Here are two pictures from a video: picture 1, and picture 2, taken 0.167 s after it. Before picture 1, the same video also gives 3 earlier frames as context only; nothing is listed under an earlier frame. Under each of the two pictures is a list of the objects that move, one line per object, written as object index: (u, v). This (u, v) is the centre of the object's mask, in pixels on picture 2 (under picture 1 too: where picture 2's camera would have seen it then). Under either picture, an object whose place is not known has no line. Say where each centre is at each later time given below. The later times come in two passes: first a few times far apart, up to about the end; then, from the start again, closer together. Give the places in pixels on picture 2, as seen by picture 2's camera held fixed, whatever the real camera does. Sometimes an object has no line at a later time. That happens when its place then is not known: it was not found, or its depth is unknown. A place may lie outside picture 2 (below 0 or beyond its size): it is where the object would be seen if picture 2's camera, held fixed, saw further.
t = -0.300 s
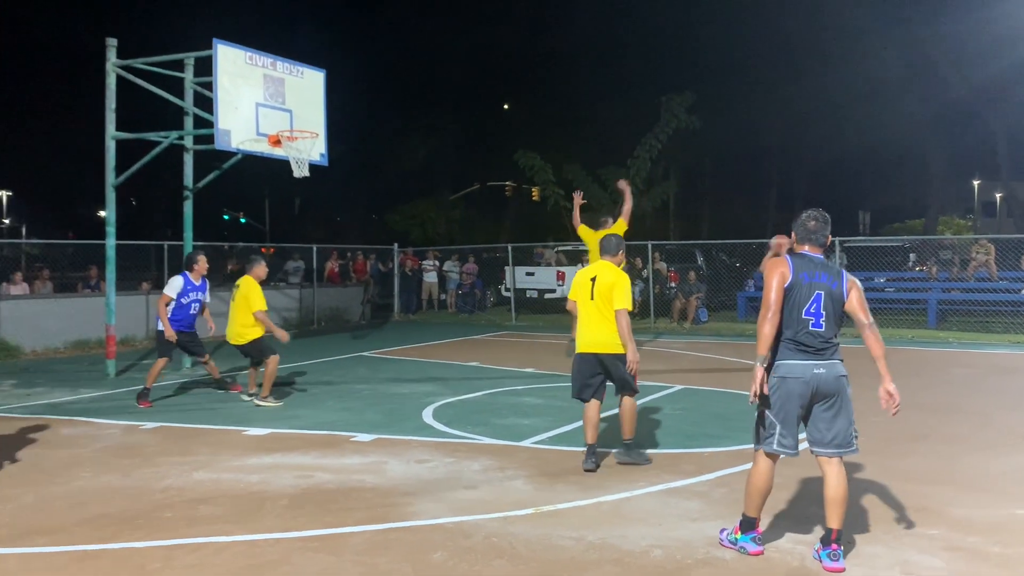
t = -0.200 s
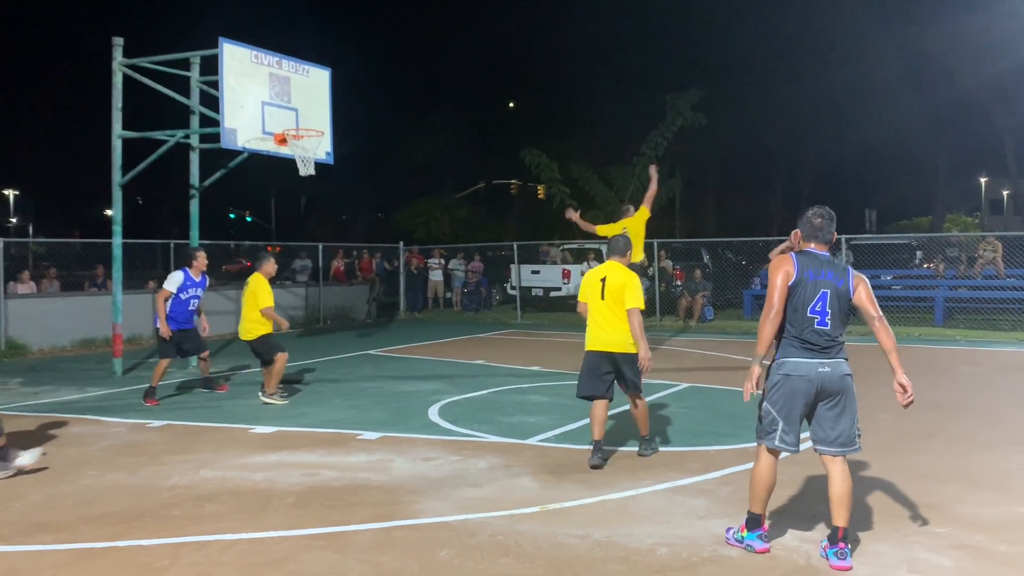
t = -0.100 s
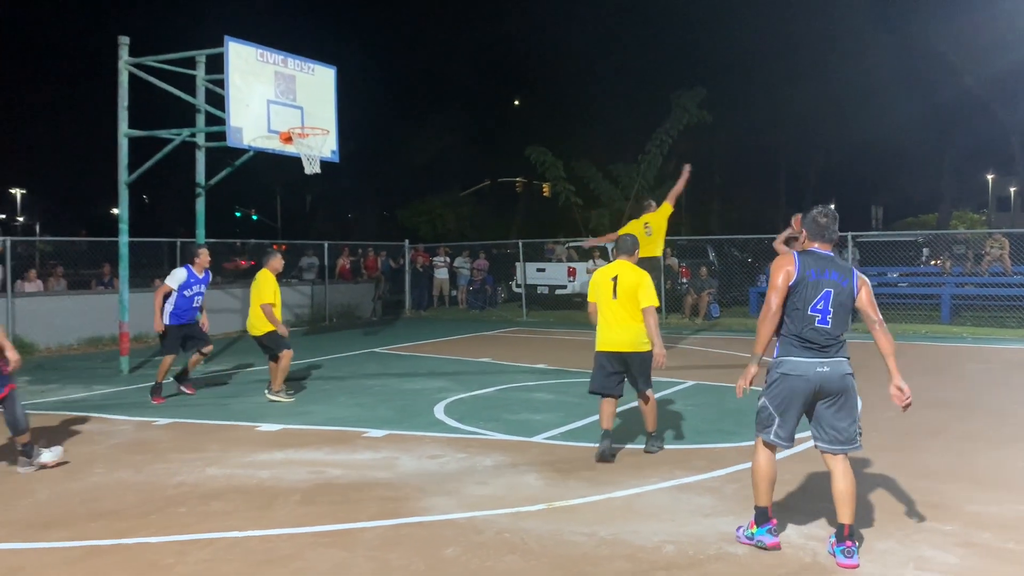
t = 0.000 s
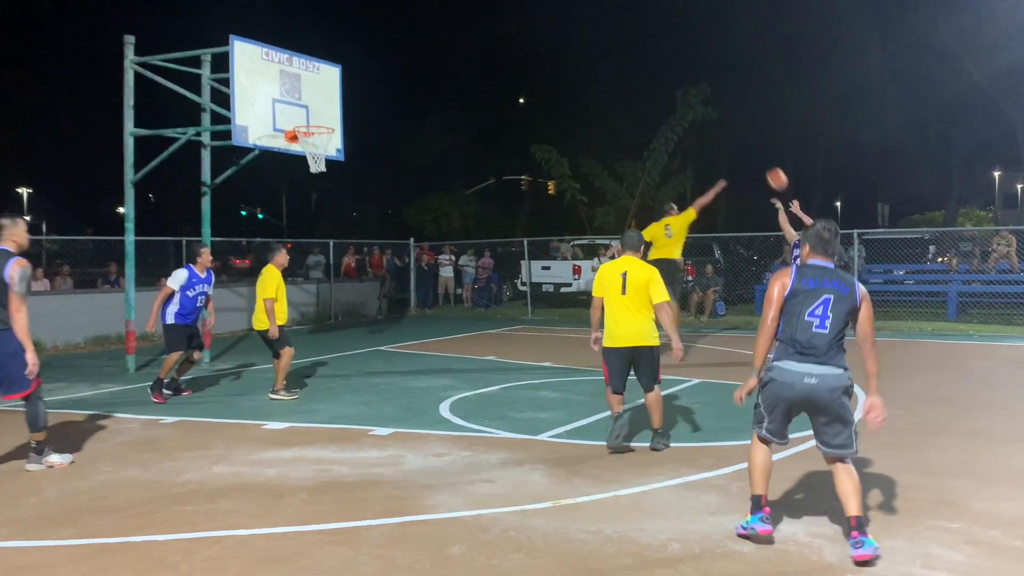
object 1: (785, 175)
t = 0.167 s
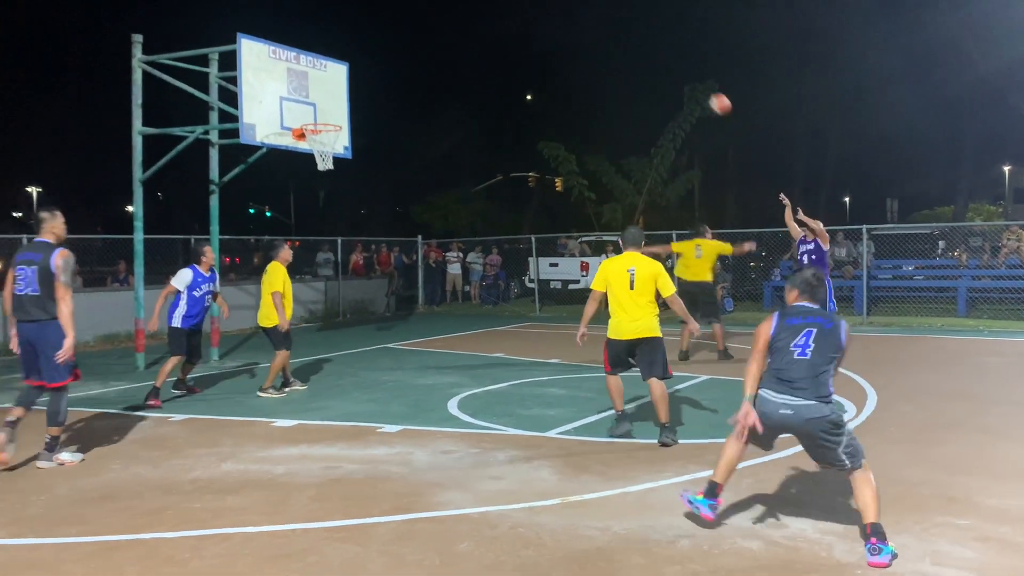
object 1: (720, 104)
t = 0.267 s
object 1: (680, 71)
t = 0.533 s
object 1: (571, 21)
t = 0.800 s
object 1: (462, 27)
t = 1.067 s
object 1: (354, 92)
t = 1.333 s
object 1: (357, 104)
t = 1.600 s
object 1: (437, 109)
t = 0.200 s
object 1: (706, 92)
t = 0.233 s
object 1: (693, 81)
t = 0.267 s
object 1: (680, 71)
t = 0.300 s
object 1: (666, 62)
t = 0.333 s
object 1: (653, 53)
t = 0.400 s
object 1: (626, 39)
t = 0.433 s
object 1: (612, 33)
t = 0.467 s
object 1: (598, 28)
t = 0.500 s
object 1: (585, 24)
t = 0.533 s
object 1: (571, 21)
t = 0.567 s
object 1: (557, 18)
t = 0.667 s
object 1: (516, 17)
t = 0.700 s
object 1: (503, 18)
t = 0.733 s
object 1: (489, 20)
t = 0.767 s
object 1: (475, 23)
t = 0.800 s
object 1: (462, 27)
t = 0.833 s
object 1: (448, 32)
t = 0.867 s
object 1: (434, 38)
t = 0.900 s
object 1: (420, 45)
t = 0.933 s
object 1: (406, 53)
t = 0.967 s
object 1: (393, 61)
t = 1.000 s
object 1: (380, 71)
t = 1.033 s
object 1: (366, 81)
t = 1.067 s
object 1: (354, 92)
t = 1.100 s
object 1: (339, 105)
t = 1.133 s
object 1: (326, 118)
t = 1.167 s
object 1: (317, 124)
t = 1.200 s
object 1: (315, 122)
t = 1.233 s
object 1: (325, 116)
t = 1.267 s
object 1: (335, 111)
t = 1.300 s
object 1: (347, 107)
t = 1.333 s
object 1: (357, 104)
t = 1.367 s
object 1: (366, 101)
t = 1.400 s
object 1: (376, 100)
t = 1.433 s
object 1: (386, 99)
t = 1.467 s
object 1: (396, 99)
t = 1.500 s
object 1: (407, 101)
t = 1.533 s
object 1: (417, 103)
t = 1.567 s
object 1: (427, 106)
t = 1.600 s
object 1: (437, 109)
